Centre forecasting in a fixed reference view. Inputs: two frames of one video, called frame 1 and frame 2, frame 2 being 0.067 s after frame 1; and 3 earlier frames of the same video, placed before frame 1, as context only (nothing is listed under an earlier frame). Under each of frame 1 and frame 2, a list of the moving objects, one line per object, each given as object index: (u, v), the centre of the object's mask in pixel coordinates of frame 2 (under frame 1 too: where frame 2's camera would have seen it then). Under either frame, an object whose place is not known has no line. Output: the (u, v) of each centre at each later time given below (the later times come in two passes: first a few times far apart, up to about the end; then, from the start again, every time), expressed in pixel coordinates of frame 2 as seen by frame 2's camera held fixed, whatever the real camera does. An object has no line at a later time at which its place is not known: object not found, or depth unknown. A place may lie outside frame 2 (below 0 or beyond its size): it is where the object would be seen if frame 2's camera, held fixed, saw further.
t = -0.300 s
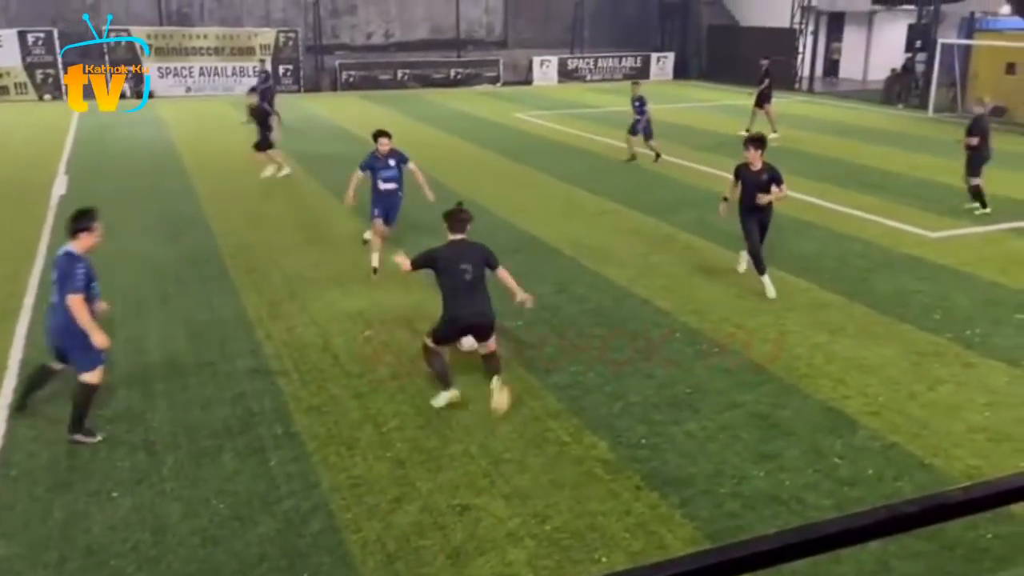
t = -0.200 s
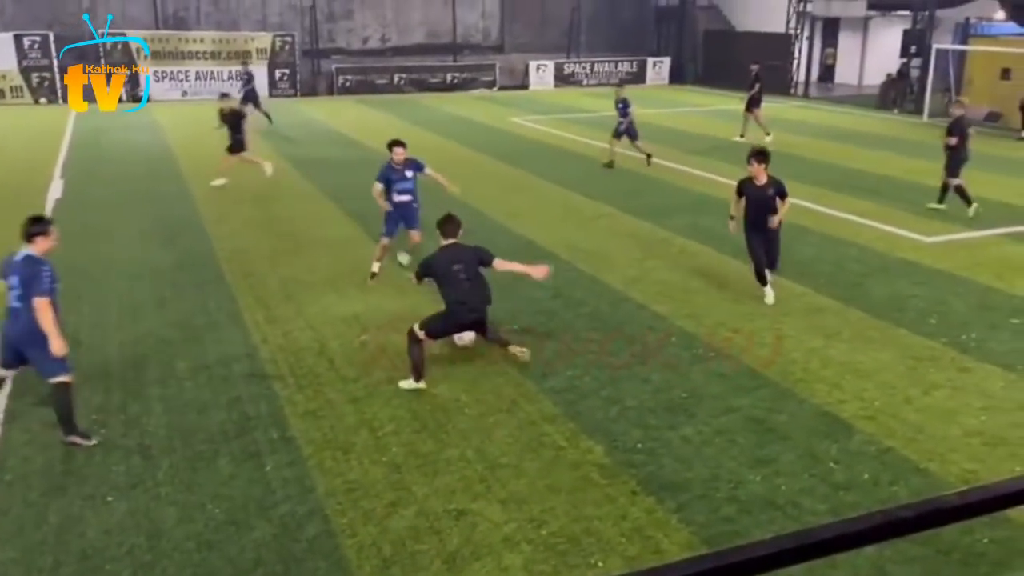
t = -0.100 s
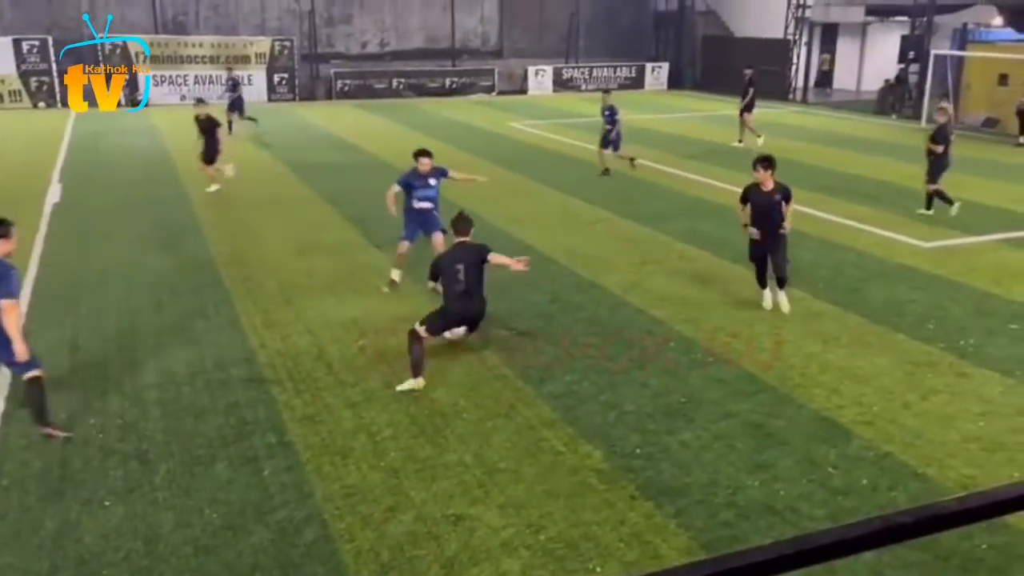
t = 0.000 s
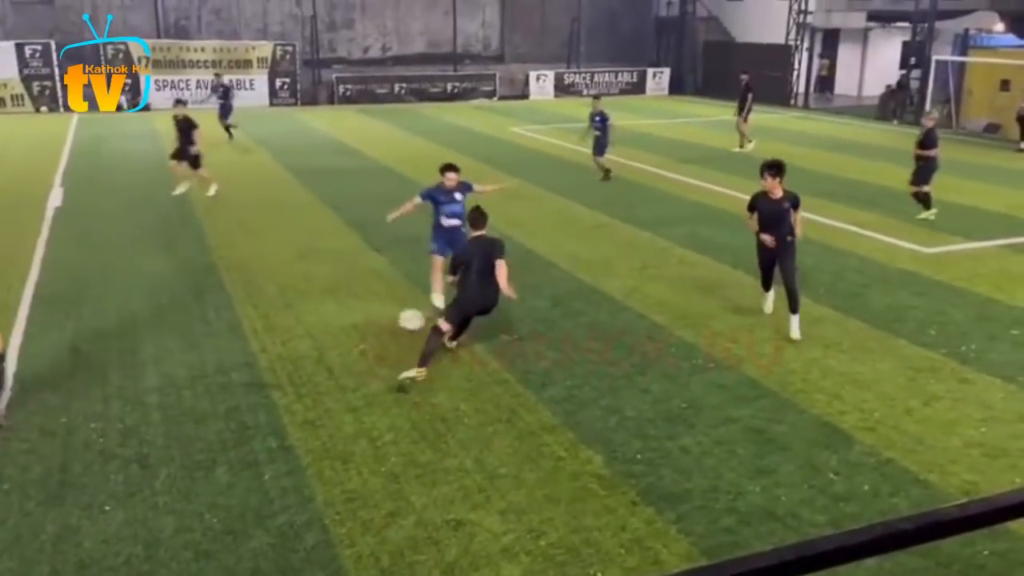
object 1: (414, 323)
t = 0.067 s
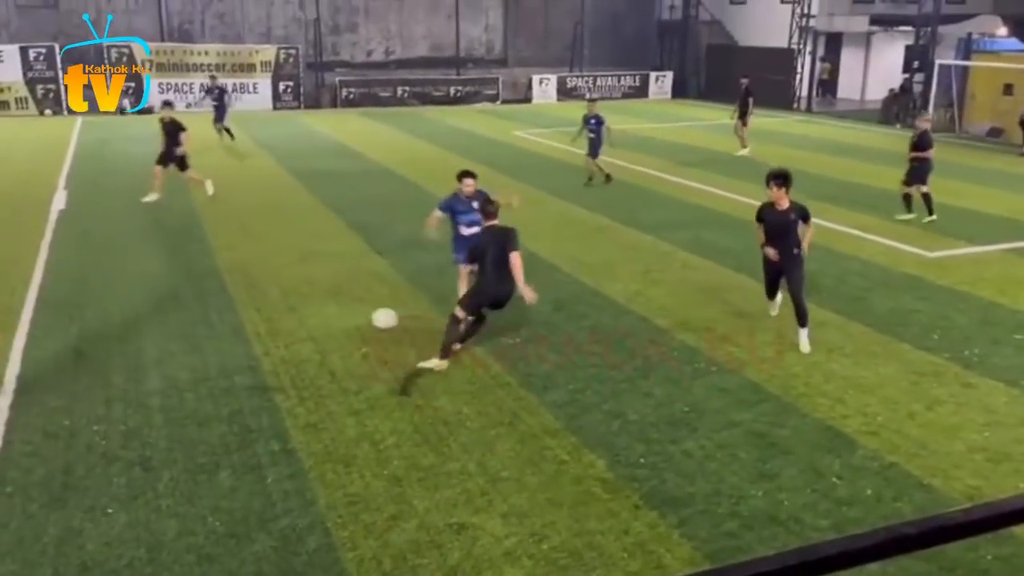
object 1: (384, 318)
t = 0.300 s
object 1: (317, 295)
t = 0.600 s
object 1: (253, 274)
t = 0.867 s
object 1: (206, 258)
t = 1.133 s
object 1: (167, 244)
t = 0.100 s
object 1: (372, 314)
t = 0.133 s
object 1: (362, 309)
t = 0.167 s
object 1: (353, 306)
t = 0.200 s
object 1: (343, 304)
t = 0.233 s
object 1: (333, 302)
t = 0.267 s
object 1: (325, 297)
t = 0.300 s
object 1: (317, 295)
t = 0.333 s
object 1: (309, 293)
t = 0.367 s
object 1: (302, 291)
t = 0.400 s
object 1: (294, 288)
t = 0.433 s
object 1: (287, 286)
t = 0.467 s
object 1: (280, 283)
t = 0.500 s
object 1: (273, 280)
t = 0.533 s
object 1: (266, 278)
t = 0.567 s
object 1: (260, 276)
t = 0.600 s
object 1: (253, 274)
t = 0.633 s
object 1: (247, 271)
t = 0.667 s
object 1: (241, 270)
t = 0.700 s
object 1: (235, 268)
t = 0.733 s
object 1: (228, 265)
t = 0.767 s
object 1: (223, 263)
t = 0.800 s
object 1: (217, 262)
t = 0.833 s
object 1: (212, 260)
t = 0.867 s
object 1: (206, 258)
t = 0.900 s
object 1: (201, 257)
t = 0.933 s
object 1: (195, 254)
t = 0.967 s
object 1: (191, 252)
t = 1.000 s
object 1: (186, 251)
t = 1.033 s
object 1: (181, 249)
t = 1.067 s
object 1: (176, 247)
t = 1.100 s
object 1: (172, 246)
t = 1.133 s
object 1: (167, 244)
